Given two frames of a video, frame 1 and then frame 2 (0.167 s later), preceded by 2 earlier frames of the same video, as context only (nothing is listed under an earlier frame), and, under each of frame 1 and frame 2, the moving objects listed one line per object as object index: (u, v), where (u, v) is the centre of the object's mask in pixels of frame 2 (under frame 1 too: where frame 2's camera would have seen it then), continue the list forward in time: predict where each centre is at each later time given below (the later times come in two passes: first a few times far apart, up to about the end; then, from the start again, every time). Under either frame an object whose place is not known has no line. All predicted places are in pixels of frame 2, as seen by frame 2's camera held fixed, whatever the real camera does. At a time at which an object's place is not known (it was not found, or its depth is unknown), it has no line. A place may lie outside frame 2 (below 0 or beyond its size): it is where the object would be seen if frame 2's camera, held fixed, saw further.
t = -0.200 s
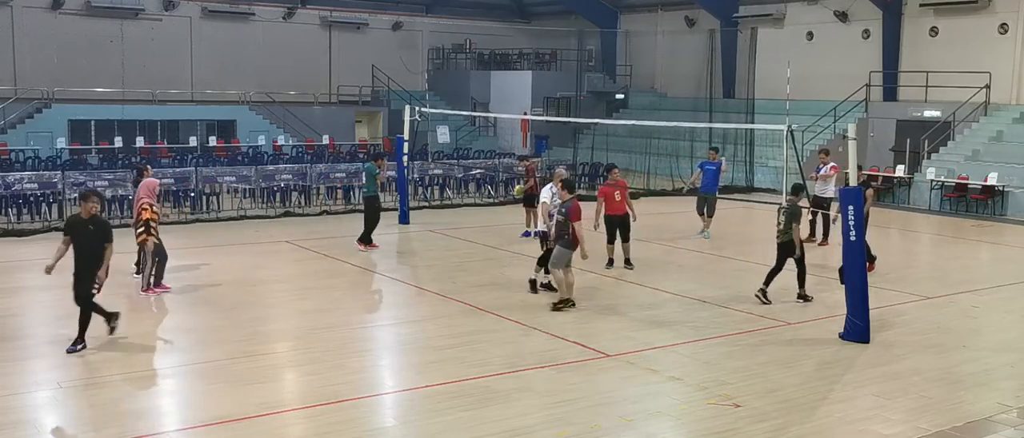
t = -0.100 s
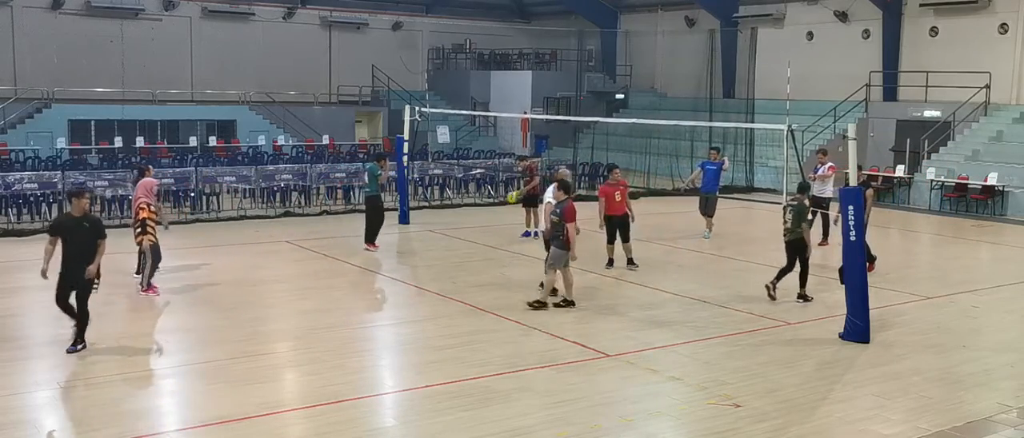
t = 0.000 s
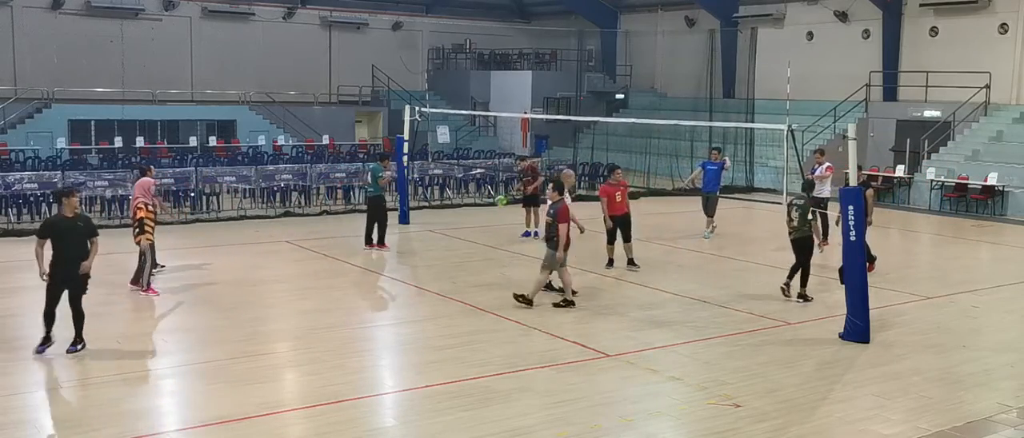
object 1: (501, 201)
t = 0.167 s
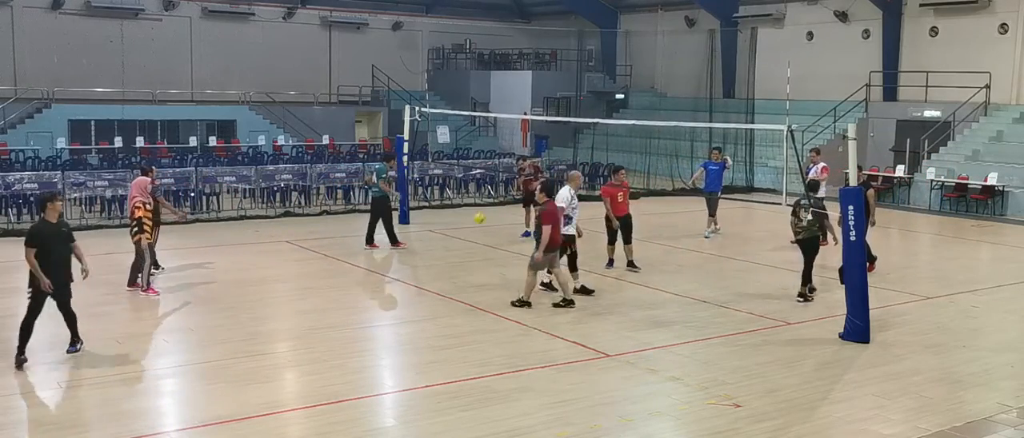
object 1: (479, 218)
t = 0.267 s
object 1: (465, 238)
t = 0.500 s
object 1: (440, 228)
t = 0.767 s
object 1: (414, 238)
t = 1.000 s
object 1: (389, 260)
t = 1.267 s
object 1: (359, 254)
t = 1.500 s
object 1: (329, 287)
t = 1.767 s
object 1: (291, 281)
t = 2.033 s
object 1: (250, 301)
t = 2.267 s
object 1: (211, 314)
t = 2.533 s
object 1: (161, 326)
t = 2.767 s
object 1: (114, 347)
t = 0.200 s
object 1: (474, 224)
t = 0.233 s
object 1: (471, 230)
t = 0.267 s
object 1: (465, 238)
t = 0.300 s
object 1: (461, 246)
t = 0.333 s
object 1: (456, 245)
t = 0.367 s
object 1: (453, 240)
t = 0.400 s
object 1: (450, 237)
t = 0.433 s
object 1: (446, 233)
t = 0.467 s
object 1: (444, 231)
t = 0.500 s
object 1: (440, 228)
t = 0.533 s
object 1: (437, 227)
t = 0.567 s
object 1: (434, 227)
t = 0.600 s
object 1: (431, 227)
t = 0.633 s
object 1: (428, 228)
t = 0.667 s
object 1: (424, 229)
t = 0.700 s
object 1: (421, 231)
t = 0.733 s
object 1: (417, 234)
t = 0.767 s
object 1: (414, 238)
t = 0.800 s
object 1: (412, 241)
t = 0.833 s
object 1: (407, 246)
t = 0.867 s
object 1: (404, 252)
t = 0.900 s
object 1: (400, 257)
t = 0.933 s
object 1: (396, 266)
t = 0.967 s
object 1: (393, 264)
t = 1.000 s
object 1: (389, 260)
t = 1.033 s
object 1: (385, 256)
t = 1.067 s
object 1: (382, 253)
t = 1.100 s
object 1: (377, 252)
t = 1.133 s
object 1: (374, 251)
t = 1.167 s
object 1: (370, 251)
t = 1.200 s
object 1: (366, 251)
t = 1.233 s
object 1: (362, 252)
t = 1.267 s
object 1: (359, 254)
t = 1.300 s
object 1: (354, 256)
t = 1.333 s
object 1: (350, 260)
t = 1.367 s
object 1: (346, 265)
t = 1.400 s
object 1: (341, 270)
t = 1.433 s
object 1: (337, 276)
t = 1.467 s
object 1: (333, 284)
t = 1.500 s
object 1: (329, 287)
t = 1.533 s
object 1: (324, 283)
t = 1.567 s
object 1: (319, 280)
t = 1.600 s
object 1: (315, 279)
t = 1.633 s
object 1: (311, 277)
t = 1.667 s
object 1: (306, 277)
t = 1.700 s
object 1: (301, 277)
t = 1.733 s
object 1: (296, 279)
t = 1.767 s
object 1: (291, 281)
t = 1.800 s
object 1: (286, 285)
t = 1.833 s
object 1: (281, 289)
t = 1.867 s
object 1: (276, 293)
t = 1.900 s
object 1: (271, 299)
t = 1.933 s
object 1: (265, 308)
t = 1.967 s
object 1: (260, 307)
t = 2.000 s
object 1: (255, 304)
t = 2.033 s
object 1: (250, 301)
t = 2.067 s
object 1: (245, 300)
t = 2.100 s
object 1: (239, 300)
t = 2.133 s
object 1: (234, 301)
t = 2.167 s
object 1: (228, 303)
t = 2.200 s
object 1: (221, 306)
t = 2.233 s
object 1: (217, 309)
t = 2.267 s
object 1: (211, 314)
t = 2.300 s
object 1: (205, 320)
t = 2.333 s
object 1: (199, 328)
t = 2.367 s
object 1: (192, 328)
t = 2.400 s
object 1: (186, 325)
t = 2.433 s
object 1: (180, 324)
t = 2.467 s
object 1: (174, 323)
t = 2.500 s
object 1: (168, 324)
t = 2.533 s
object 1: (161, 326)
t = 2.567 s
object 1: (155, 328)
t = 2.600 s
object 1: (147, 333)
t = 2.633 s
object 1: (141, 338)
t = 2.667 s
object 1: (134, 344)
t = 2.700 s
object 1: (128, 350)
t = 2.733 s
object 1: (121, 349)
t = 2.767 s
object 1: (114, 347)
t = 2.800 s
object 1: (107, 348)
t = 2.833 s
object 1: (98, 349)
